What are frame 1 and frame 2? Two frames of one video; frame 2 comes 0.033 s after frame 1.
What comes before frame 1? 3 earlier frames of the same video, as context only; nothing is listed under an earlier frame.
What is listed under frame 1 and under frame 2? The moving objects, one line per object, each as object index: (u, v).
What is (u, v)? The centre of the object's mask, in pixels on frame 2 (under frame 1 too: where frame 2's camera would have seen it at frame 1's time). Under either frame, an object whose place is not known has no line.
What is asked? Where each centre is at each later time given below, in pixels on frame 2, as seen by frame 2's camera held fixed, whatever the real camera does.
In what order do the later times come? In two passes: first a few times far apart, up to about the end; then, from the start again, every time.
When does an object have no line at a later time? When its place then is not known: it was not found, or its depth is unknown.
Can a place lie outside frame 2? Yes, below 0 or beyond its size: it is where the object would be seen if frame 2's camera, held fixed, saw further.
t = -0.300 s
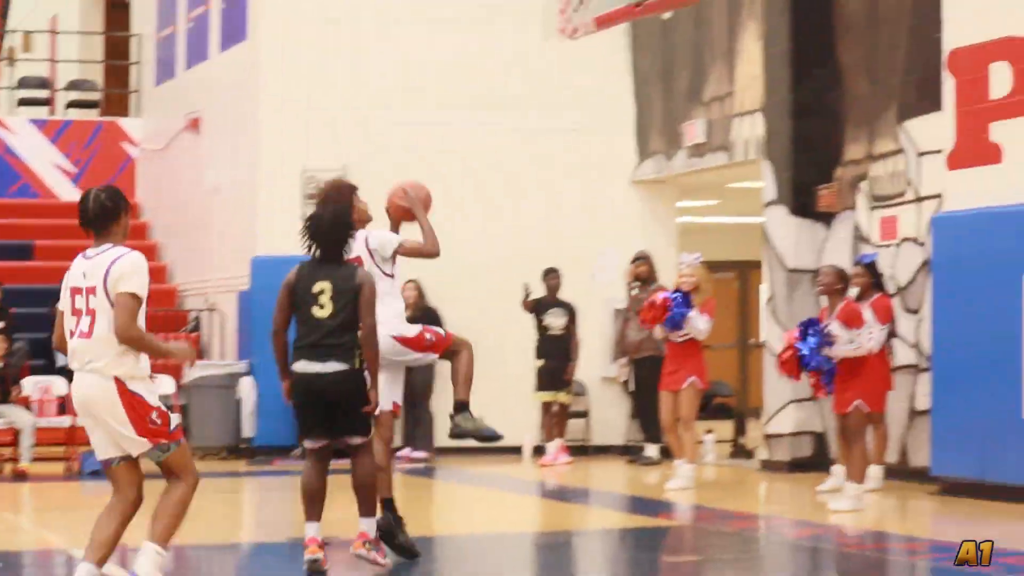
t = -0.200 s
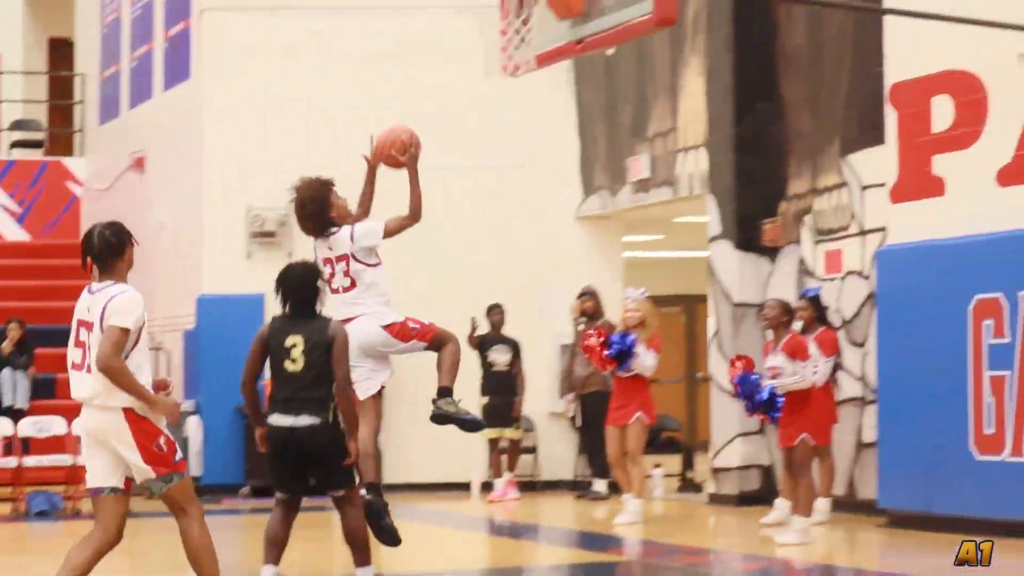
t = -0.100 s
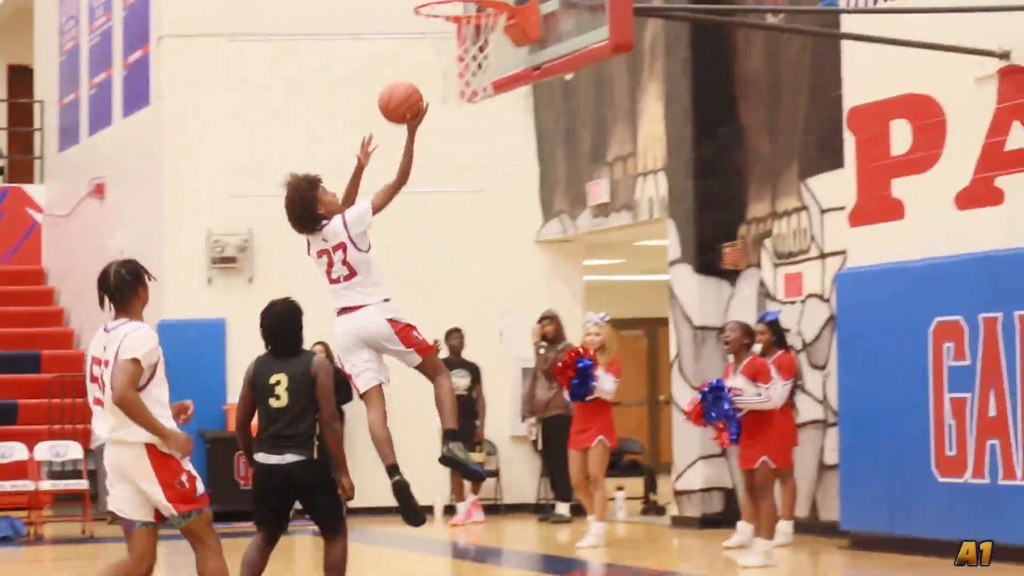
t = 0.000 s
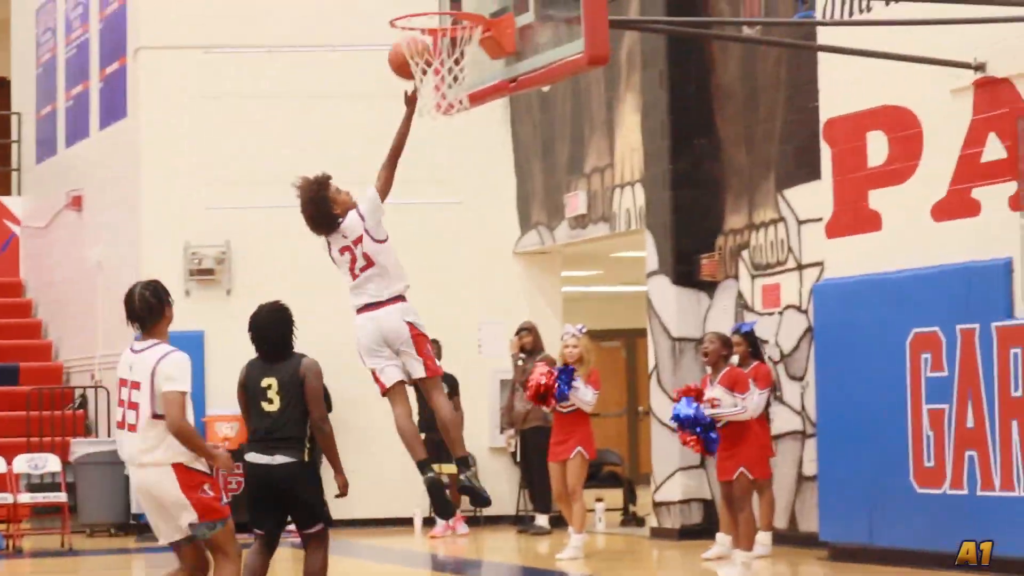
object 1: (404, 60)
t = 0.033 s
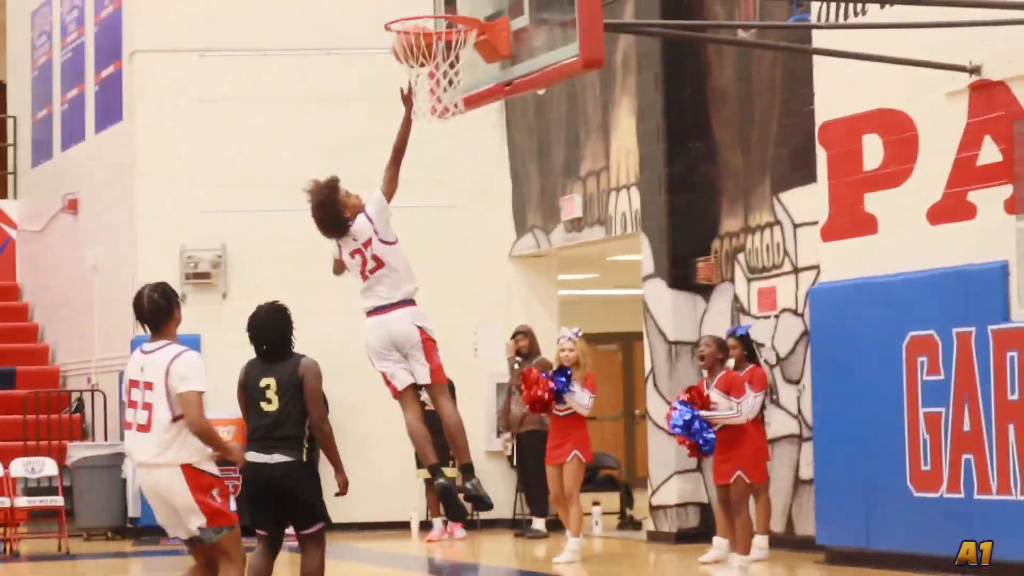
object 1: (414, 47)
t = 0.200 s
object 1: (460, -2)
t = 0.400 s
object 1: (443, -3)
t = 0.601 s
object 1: (426, 66)
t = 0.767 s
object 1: (411, 118)
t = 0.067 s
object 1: (420, 30)
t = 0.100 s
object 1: (431, 15)
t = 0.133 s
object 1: (441, 7)
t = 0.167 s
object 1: (451, 0)
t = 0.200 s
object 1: (460, -2)
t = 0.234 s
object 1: (459, -5)
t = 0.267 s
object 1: (456, -8)
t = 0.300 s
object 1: (452, -9)
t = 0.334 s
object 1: (449, -9)
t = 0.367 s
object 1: (446, -7)
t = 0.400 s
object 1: (443, -3)
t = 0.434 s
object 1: (441, 1)
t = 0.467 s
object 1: (436, 16)
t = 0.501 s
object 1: (434, 31)
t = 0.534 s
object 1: (432, 43)
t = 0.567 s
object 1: (429, 56)
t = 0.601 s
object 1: (426, 66)
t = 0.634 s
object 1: (423, 73)
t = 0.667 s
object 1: (420, 81)
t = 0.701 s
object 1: (416, 94)
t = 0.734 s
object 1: (414, 103)
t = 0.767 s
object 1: (411, 118)
